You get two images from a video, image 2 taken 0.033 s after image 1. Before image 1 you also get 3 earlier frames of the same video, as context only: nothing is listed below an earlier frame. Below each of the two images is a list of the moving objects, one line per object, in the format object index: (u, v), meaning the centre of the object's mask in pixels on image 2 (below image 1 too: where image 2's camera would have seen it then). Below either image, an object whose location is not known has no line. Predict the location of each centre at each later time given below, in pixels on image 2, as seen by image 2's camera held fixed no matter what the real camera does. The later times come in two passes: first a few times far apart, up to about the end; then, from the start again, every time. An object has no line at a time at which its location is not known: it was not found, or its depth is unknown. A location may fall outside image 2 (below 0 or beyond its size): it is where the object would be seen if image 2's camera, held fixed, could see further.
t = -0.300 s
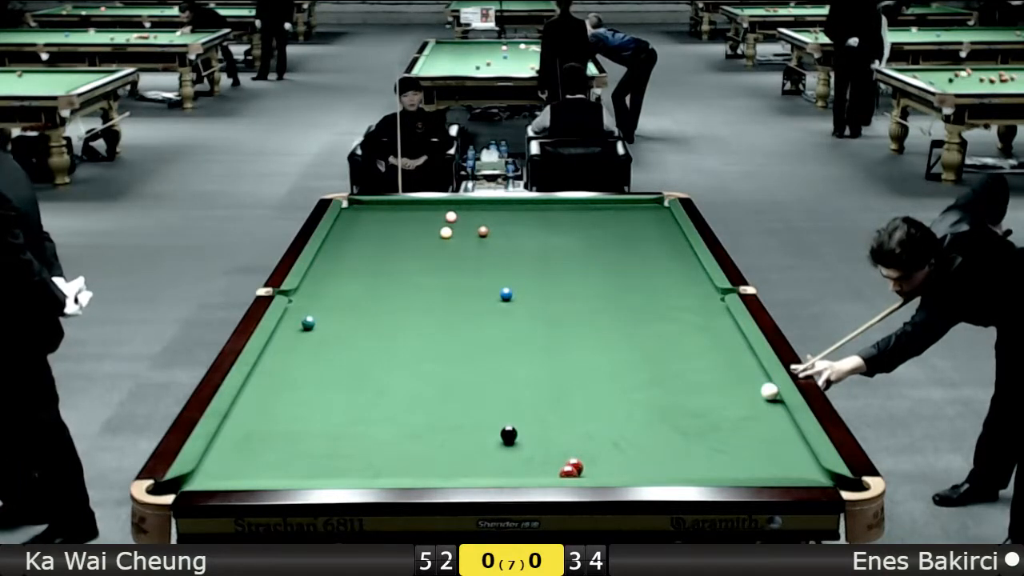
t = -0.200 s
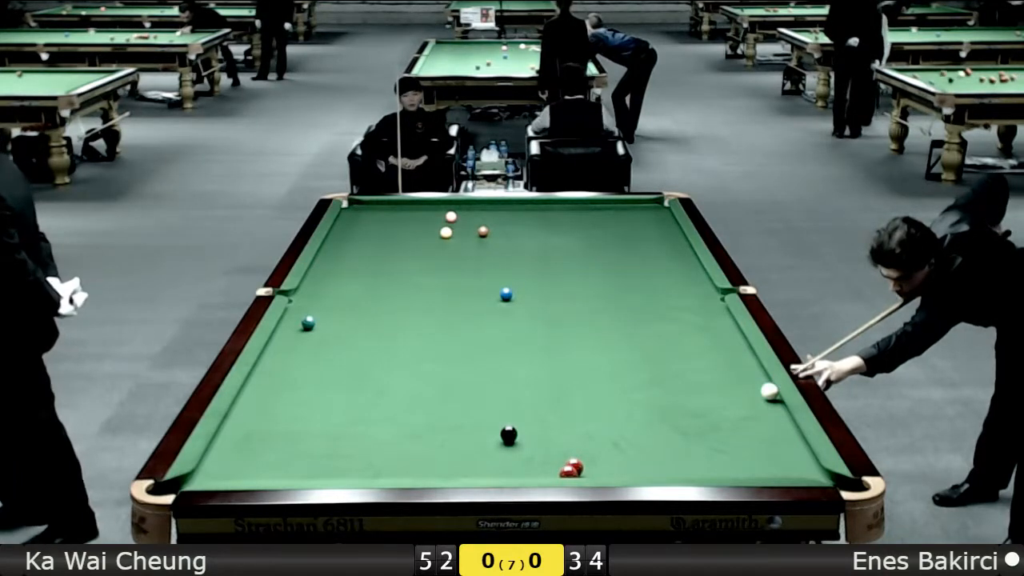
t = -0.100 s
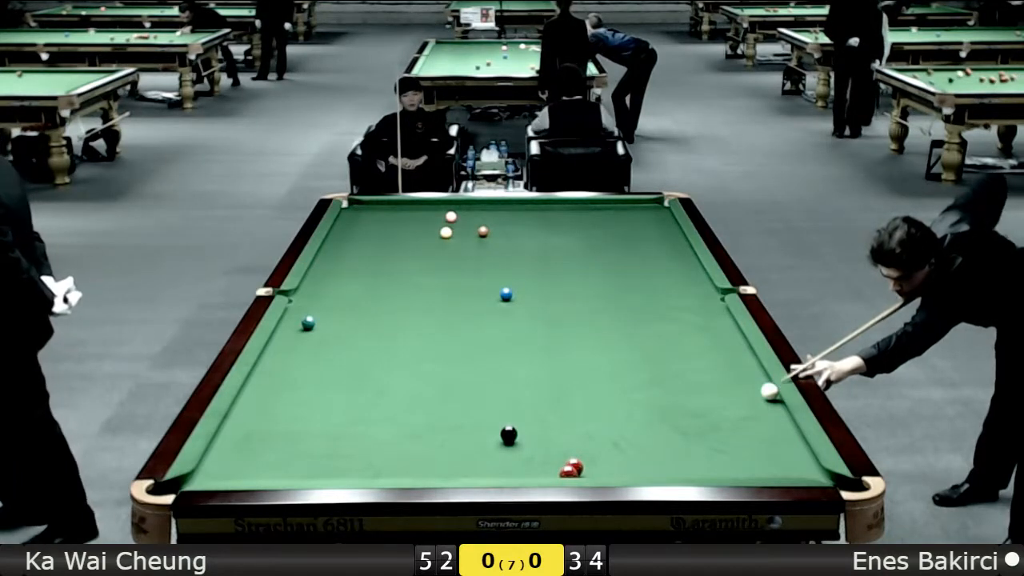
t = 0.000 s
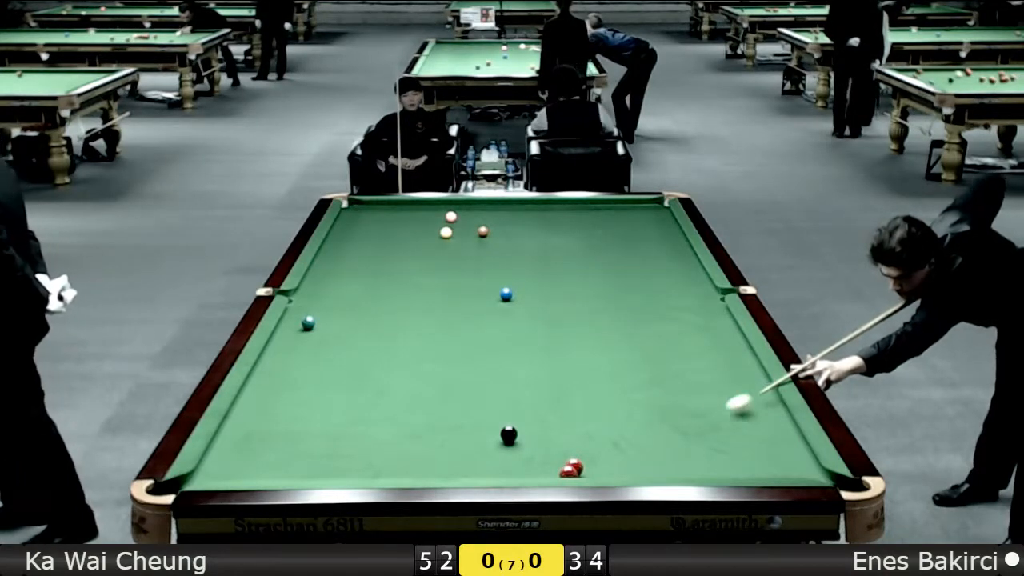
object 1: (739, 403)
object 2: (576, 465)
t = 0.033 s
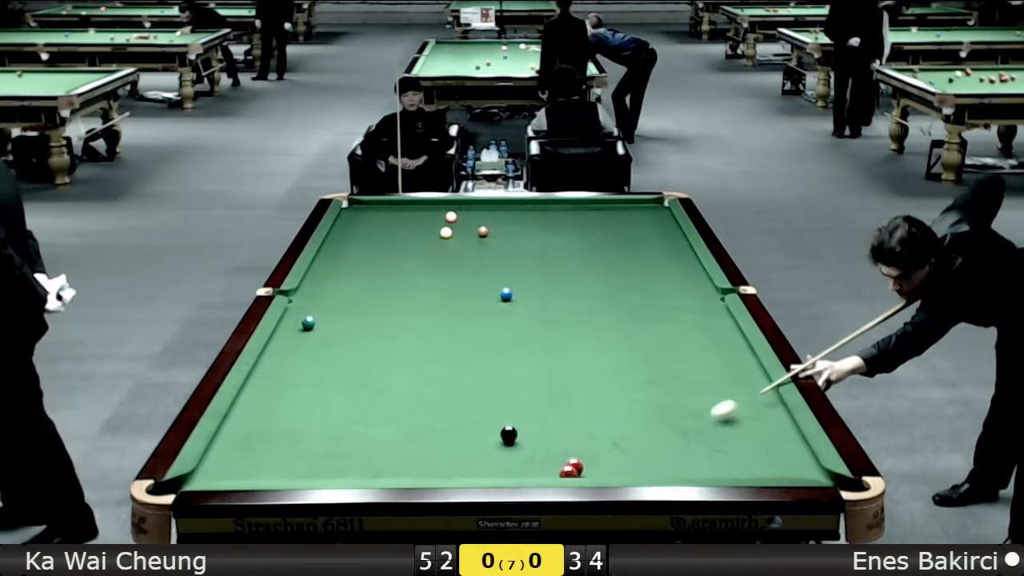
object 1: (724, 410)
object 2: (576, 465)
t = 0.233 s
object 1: (624, 453)
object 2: (576, 465)
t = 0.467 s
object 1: (573, 448)
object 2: (507, 459)
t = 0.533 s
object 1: (563, 437)
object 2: (488, 457)
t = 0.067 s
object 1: (709, 417)
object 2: (576, 465)
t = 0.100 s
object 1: (692, 423)
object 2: (576, 465)
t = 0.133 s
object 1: (677, 430)
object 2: (576, 465)
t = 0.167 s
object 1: (659, 438)
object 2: (576, 465)
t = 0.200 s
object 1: (642, 445)
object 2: (576, 465)
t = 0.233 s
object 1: (624, 453)
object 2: (576, 465)
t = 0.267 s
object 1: (606, 460)
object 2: (576, 465)
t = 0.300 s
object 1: (592, 467)
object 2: (570, 462)
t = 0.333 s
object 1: (588, 472)
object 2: (555, 464)
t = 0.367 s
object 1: (585, 466)
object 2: (543, 464)
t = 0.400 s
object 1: (581, 460)
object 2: (530, 463)
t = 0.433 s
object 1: (577, 454)
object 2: (519, 461)
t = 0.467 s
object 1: (573, 448)
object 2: (507, 459)
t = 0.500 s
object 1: (569, 442)
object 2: (497, 458)
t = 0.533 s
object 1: (563, 437)
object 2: (488, 457)
